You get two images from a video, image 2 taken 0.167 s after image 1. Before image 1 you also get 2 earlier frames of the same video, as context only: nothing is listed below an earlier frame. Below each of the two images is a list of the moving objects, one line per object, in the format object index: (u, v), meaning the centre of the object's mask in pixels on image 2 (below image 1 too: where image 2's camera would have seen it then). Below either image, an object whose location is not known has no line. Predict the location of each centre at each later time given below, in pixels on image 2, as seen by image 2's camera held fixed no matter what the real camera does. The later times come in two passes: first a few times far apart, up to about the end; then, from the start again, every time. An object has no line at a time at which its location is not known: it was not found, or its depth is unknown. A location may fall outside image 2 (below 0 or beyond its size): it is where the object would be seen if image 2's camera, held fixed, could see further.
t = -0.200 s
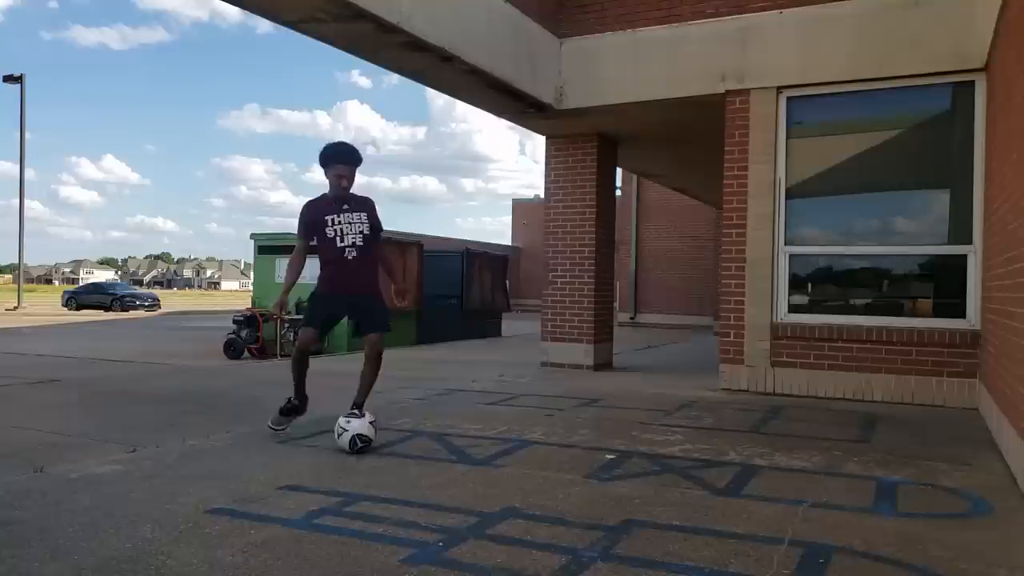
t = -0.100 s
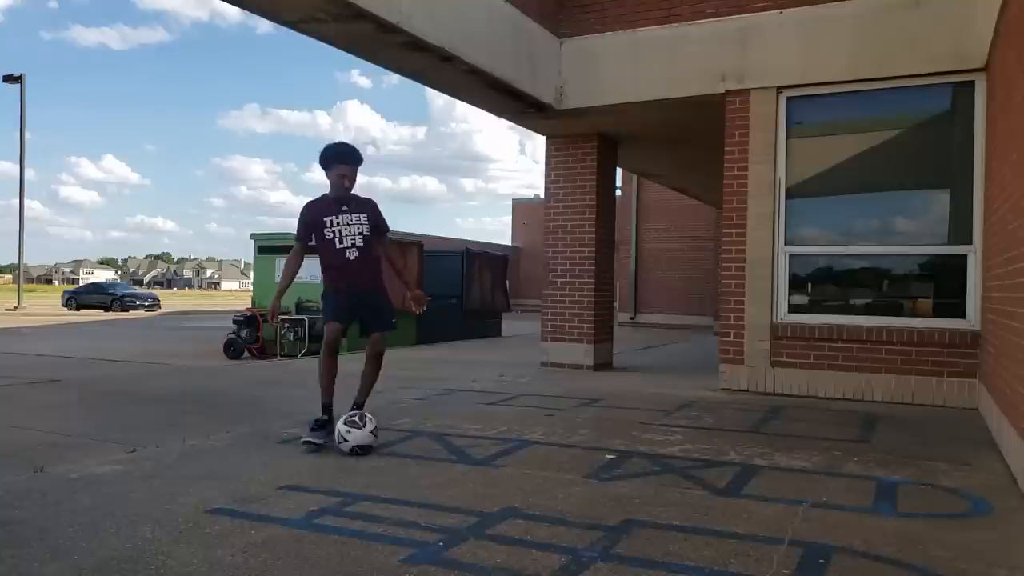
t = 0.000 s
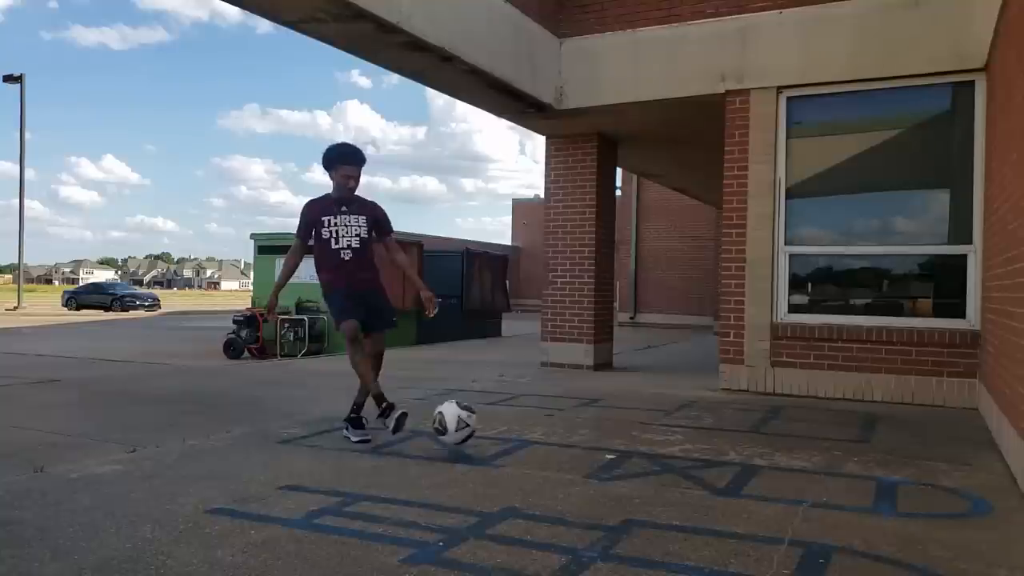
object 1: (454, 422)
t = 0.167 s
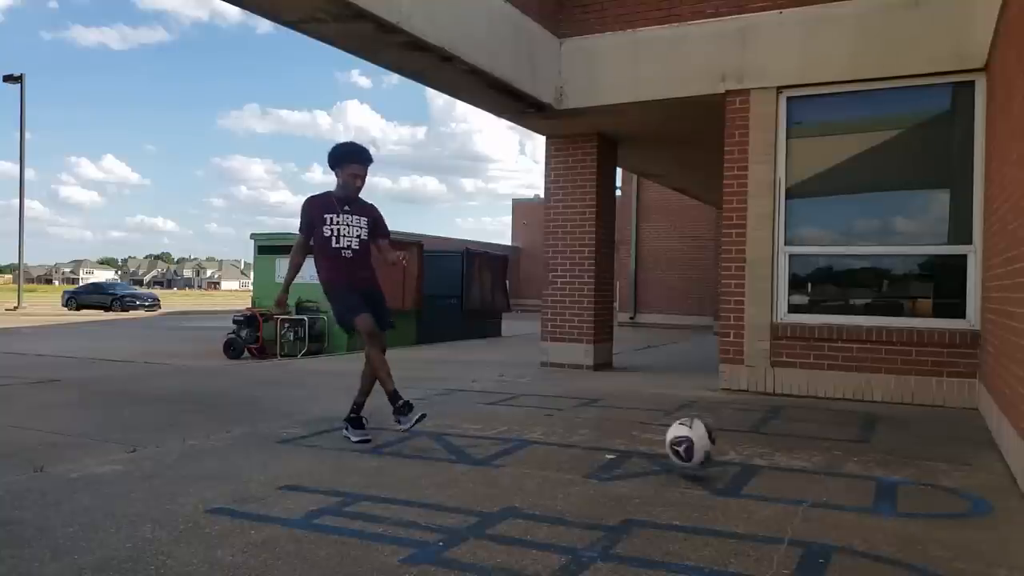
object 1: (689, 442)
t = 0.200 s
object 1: (743, 455)
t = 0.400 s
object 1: (994, 461)
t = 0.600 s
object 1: (785, 451)
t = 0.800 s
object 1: (675, 435)
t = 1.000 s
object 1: (587, 433)
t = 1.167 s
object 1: (518, 431)
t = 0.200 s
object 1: (743, 455)
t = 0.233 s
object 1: (793, 462)
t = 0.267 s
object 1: (836, 457)
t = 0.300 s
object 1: (880, 455)
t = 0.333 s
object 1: (926, 457)
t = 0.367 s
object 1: (974, 461)
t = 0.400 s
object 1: (994, 461)
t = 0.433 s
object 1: (956, 453)
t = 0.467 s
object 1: (919, 447)
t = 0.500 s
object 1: (884, 444)
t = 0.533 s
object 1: (849, 444)
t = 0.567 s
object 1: (817, 446)
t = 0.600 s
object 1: (785, 451)
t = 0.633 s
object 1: (755, 457)
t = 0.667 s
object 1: (739, 449)
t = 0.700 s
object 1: (722, 441)
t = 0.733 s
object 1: (706, 436)
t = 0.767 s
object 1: (690, 435)
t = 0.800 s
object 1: (675, 435)
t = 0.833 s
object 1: (660, 438)
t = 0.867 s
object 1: (645, 444)
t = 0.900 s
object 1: (629, 446)
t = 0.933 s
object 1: (616, 440)
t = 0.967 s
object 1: (601, 435)
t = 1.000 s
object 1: (587, 433)
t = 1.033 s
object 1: (573, 434)
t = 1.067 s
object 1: (558, 437)
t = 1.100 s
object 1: (546, 441)
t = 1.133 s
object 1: (532, 435)
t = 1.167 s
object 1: (518, 431)
